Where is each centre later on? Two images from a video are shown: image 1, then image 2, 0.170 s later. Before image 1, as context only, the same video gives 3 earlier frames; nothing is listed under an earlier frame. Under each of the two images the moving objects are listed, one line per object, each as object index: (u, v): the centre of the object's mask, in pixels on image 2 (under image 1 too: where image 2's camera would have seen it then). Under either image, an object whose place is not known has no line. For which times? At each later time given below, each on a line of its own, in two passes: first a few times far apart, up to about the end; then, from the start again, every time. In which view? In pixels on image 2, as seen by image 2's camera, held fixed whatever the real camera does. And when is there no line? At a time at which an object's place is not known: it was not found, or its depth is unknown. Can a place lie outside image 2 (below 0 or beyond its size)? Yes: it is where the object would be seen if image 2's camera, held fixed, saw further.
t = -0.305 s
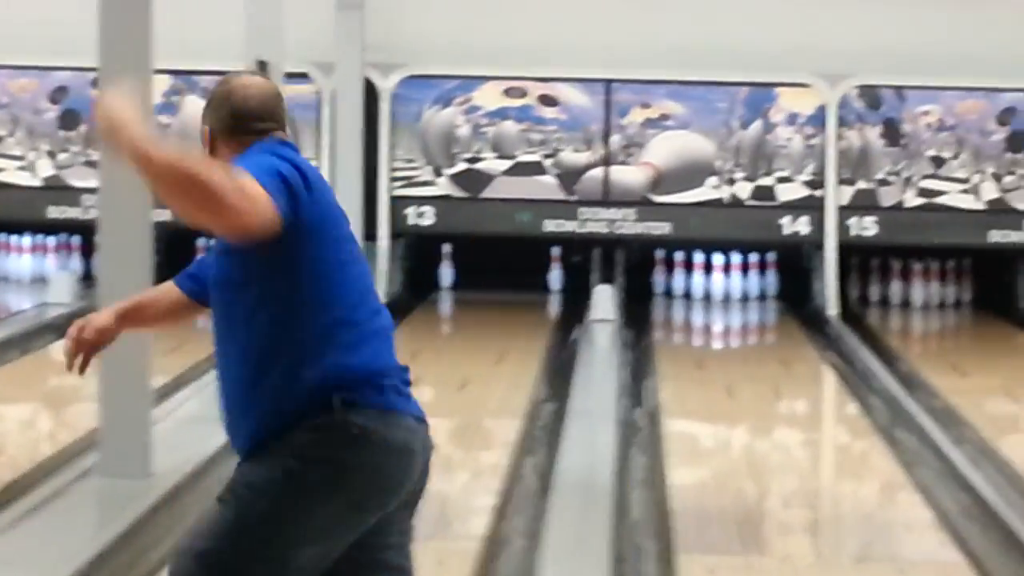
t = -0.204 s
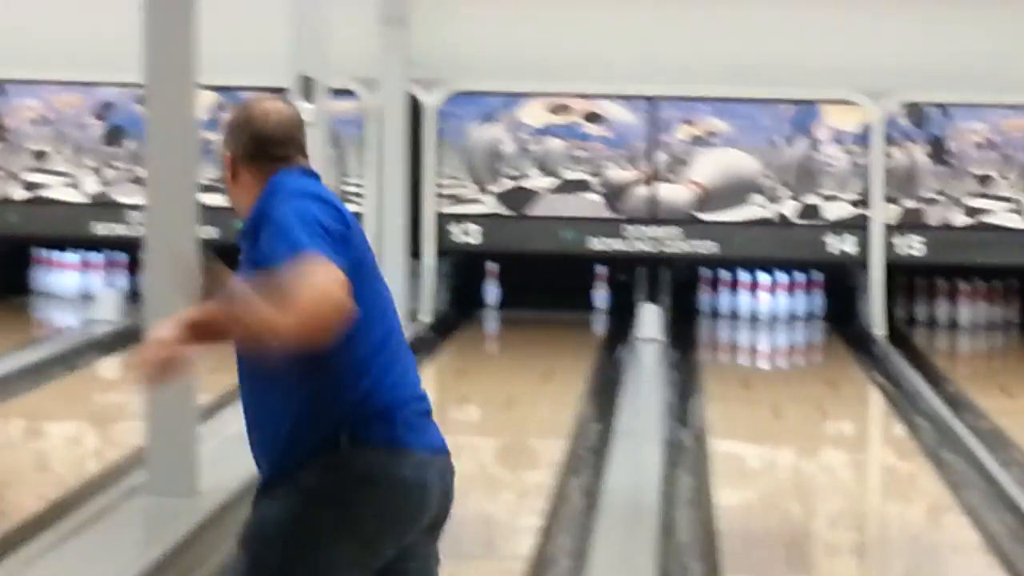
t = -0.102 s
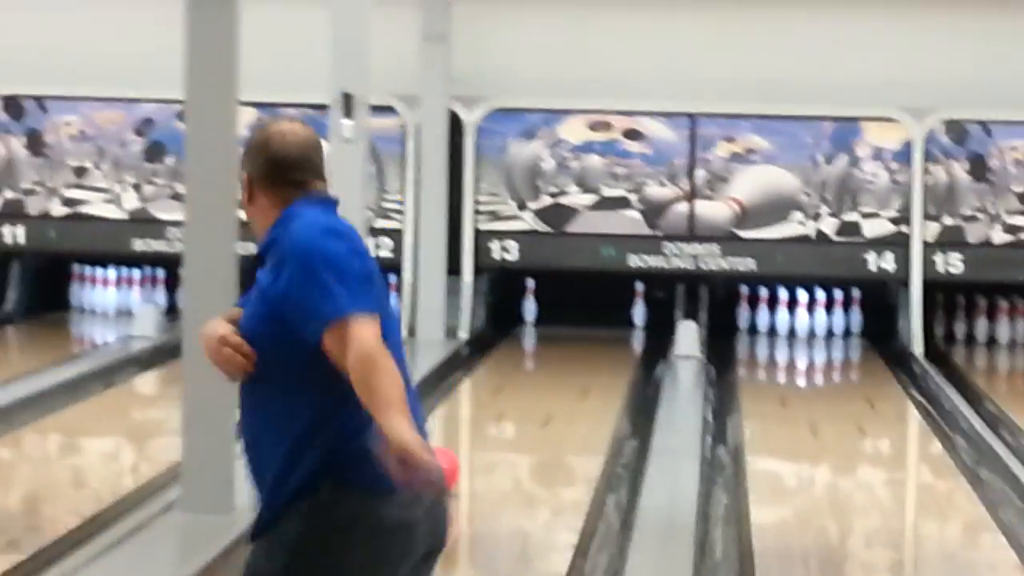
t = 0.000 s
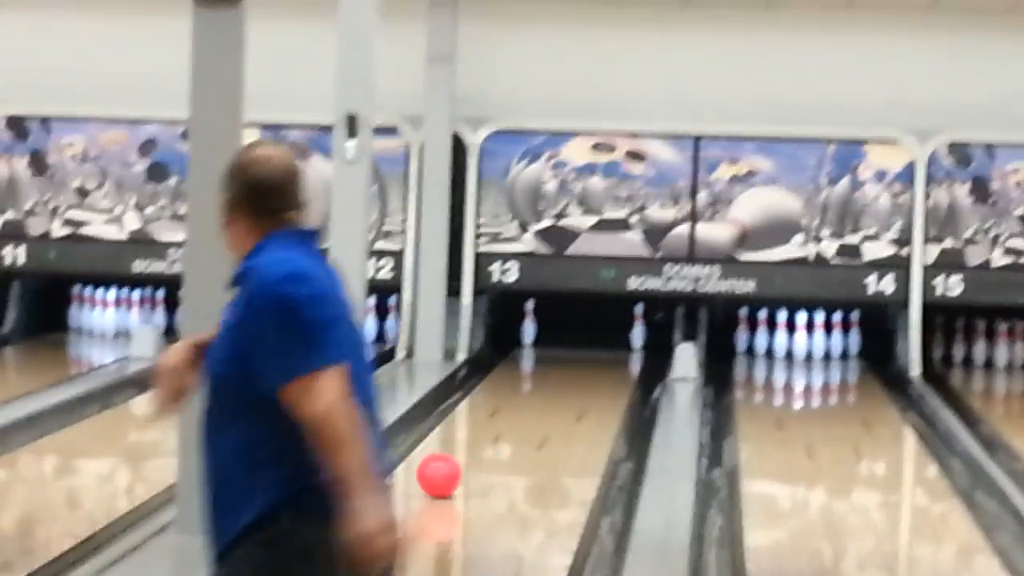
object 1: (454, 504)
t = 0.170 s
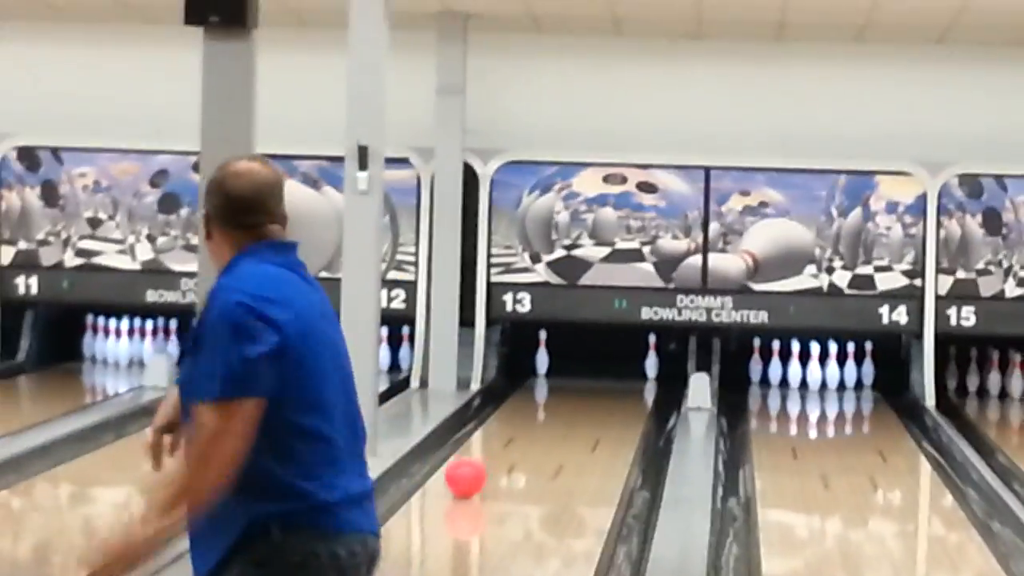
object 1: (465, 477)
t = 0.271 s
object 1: (471, 462)
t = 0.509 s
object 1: (482, 433)
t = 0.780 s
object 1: (496, 406)
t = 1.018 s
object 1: (507, 388)
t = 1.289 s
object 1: (519, 372)
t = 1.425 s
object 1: (520, 369)
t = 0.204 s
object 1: (467, 471)
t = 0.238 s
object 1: (469, 467)
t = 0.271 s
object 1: (471, 462)
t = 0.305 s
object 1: (473, 458)
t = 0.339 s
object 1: (475, 454)
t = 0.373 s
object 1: (476, 450)
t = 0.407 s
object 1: (478, 445)
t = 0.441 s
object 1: (479, 441)
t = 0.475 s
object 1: (481, 437)
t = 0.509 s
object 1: (482, 433)
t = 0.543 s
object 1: (484, 429)
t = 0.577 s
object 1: (487, 426)
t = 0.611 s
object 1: (488, 424)
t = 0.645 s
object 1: (489, 421)
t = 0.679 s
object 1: (492, 415)
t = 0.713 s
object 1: (493, 412)
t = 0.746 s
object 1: (495, 409)
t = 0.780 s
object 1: (496, 406)
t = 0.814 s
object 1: (498, 403)
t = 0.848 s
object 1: (500, 400)
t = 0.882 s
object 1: (501, 397)
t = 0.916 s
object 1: (503, 395)
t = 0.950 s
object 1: (504, 392)
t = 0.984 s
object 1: (506, 390)
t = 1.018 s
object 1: (507, 388)
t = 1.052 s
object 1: (508, 385)
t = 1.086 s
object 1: (510, 383)
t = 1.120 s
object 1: (512, 381)
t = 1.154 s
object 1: (514, 379)
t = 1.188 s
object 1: (516, 377)
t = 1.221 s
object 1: (517, 375)
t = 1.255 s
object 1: (518, 374)
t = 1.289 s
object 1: (519, 372)
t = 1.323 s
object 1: (520, 371)
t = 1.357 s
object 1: (520, 369)
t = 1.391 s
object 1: (521, 367)
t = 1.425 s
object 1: (520, 369)
